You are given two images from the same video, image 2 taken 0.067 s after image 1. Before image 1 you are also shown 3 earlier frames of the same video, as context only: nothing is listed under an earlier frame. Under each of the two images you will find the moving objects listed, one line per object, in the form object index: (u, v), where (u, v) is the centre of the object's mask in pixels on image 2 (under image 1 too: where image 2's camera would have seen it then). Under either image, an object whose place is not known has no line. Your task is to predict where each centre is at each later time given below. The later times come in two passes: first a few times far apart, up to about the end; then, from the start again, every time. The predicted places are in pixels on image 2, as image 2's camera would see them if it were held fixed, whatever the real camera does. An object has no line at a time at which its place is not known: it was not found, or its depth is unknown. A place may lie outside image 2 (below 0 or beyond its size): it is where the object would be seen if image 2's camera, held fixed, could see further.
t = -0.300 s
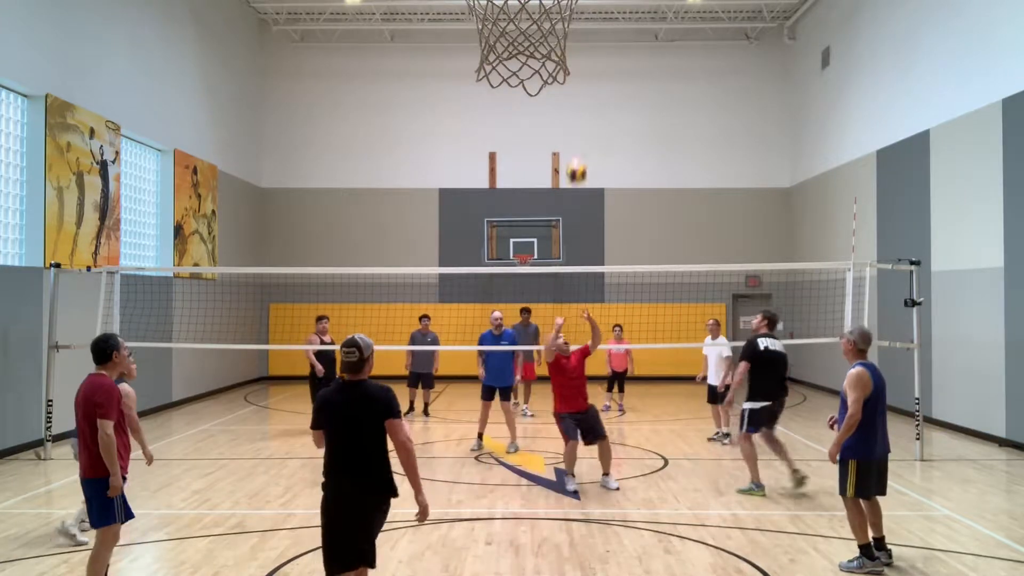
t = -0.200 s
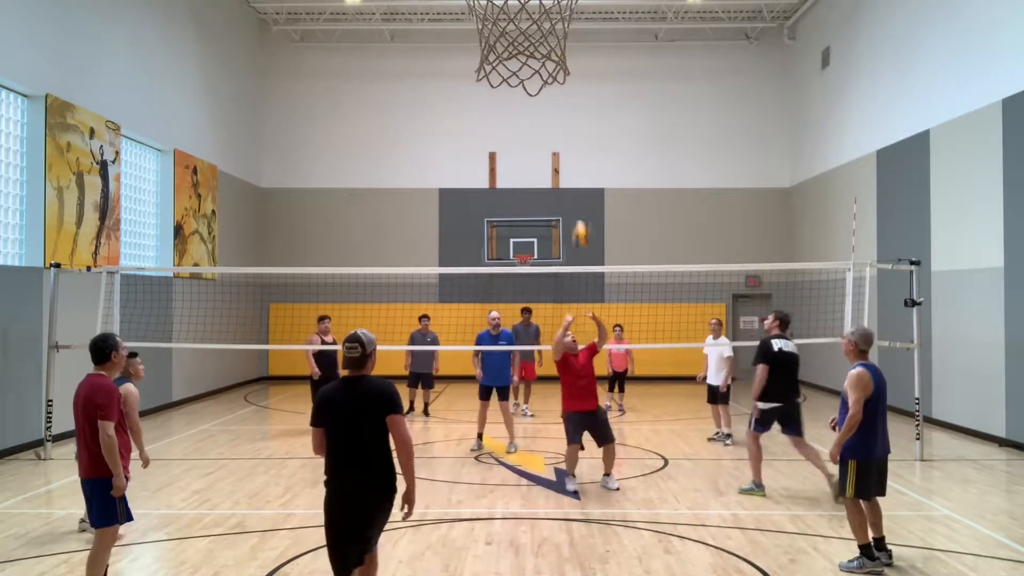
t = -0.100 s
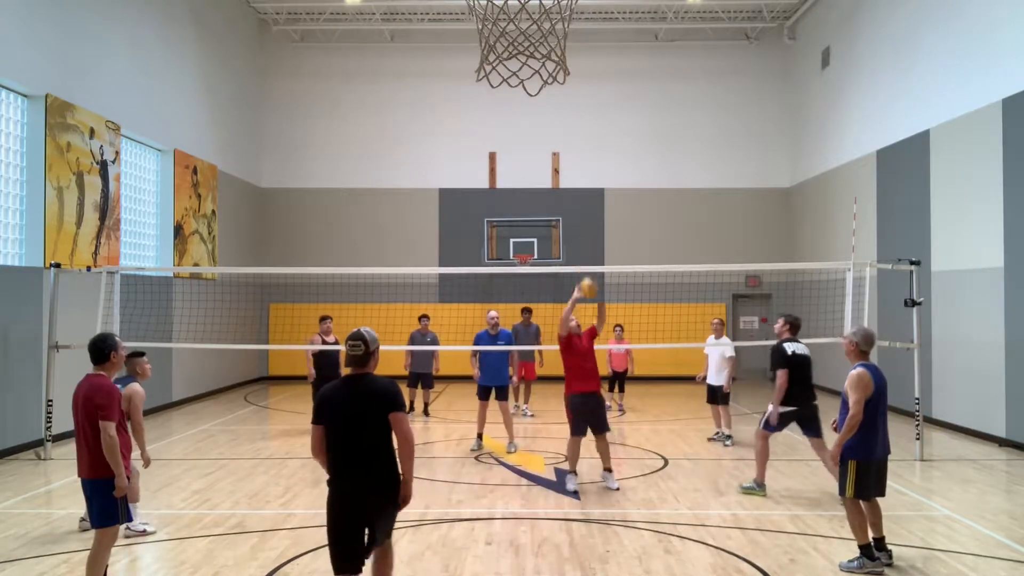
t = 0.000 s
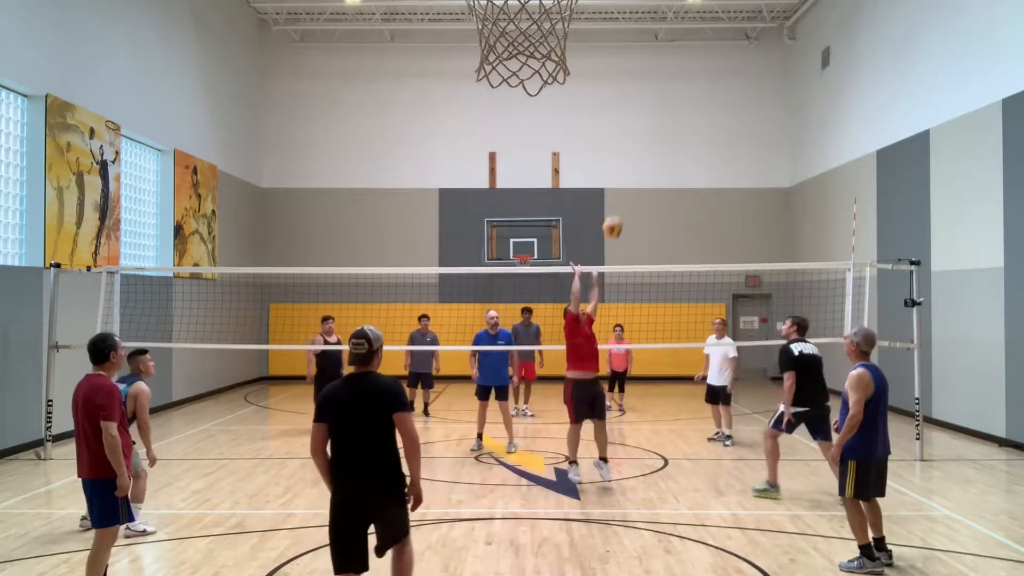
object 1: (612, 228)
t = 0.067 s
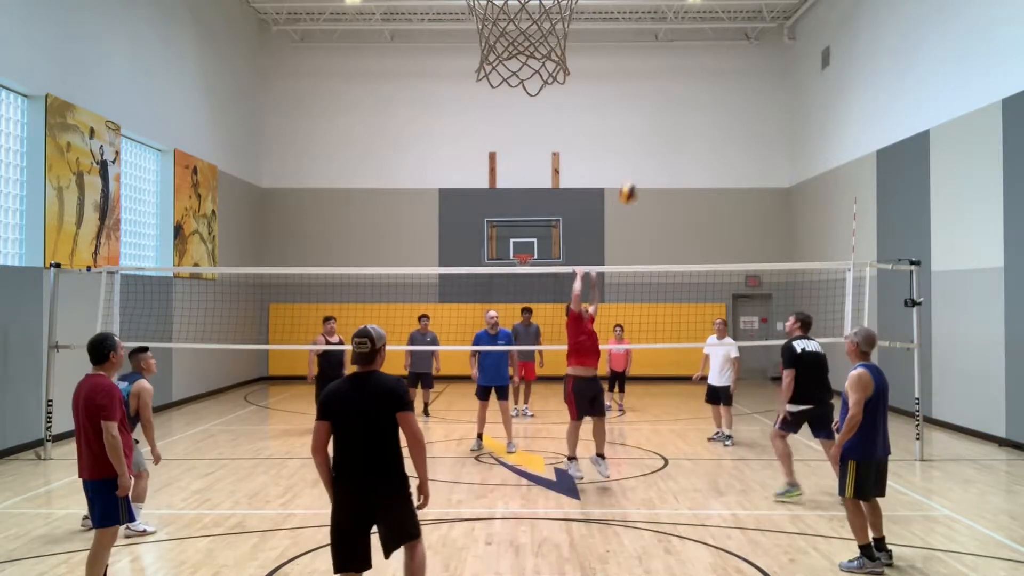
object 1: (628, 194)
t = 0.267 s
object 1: (671, 116)
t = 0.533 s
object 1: (724, 72)
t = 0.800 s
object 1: (776, 91)
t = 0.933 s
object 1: (799, 123)
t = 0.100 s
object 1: (635, 179)
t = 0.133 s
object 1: (642, 163)
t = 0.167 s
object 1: (649, 149)
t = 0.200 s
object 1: (656, 137)
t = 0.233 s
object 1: (663, 125)
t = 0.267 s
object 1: (671, 116)
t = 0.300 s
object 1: (676, 107)
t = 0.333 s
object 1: (684, 99)
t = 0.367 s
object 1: (691, 92)
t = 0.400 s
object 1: (698, 86)
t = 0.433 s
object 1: (705, 81)
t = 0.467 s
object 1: (711, 78)
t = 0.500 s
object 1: (718, 74)
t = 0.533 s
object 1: (724, 72)
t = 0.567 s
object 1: (731, 71)
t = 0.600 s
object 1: (737, 71)
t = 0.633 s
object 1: (743, 73)
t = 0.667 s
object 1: (750, 74)
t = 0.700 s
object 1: (756, 77)
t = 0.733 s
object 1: (763, 81)
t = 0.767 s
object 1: (769, 86)
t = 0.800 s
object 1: (776, 91)
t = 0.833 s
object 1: (782, 98)
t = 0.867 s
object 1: (787, 106)
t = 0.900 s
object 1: (793, 114)
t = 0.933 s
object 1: (799, 123)
